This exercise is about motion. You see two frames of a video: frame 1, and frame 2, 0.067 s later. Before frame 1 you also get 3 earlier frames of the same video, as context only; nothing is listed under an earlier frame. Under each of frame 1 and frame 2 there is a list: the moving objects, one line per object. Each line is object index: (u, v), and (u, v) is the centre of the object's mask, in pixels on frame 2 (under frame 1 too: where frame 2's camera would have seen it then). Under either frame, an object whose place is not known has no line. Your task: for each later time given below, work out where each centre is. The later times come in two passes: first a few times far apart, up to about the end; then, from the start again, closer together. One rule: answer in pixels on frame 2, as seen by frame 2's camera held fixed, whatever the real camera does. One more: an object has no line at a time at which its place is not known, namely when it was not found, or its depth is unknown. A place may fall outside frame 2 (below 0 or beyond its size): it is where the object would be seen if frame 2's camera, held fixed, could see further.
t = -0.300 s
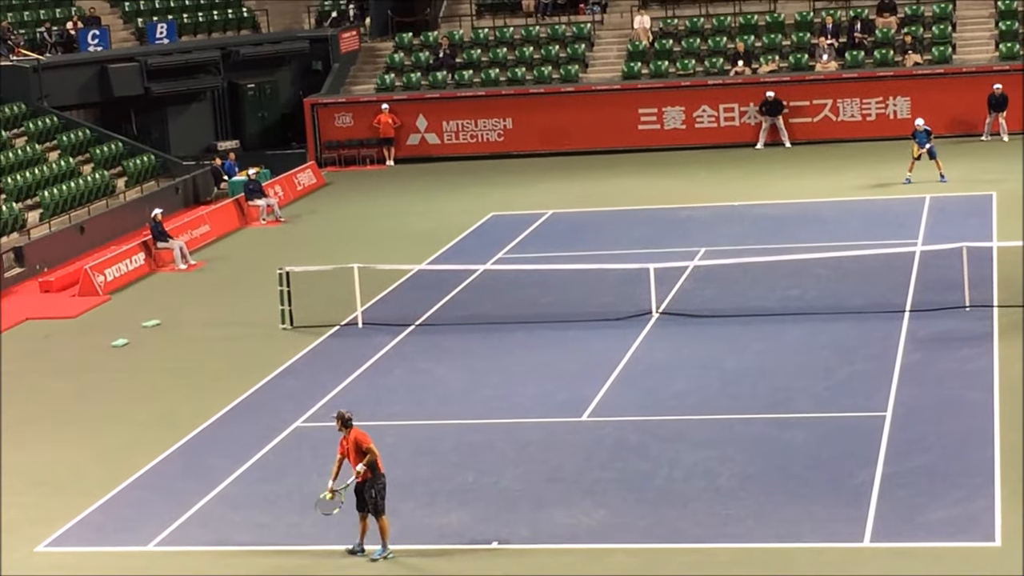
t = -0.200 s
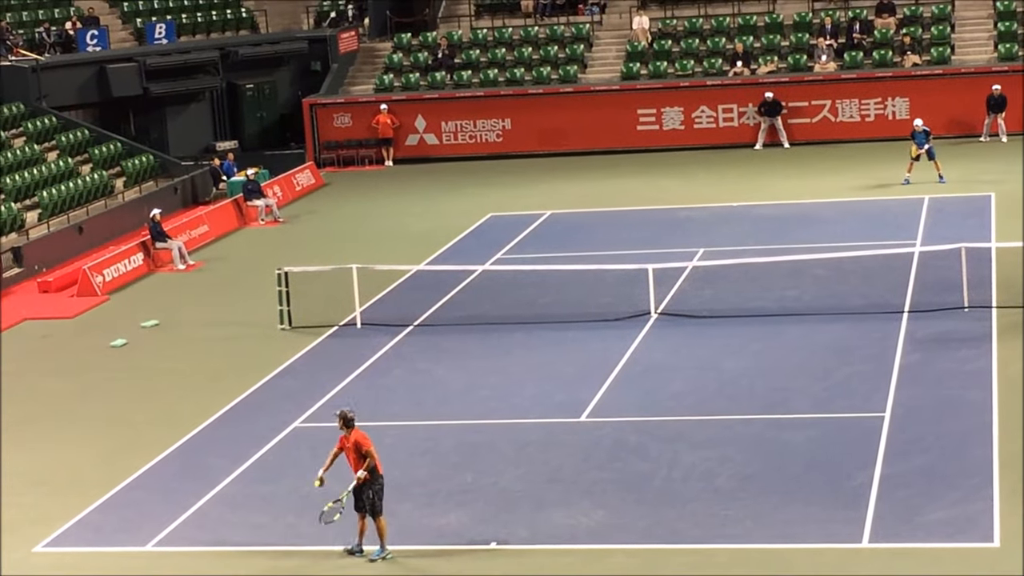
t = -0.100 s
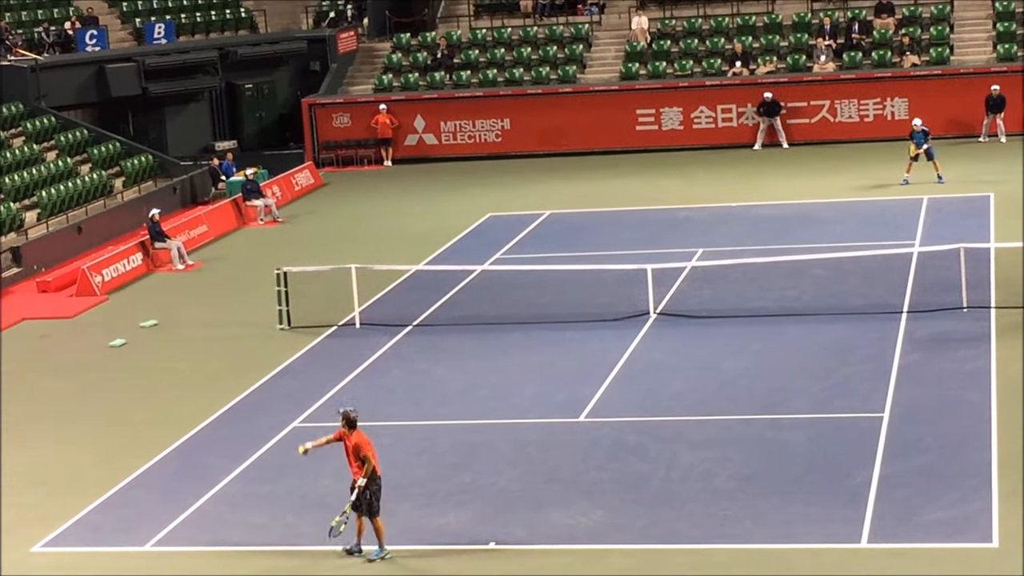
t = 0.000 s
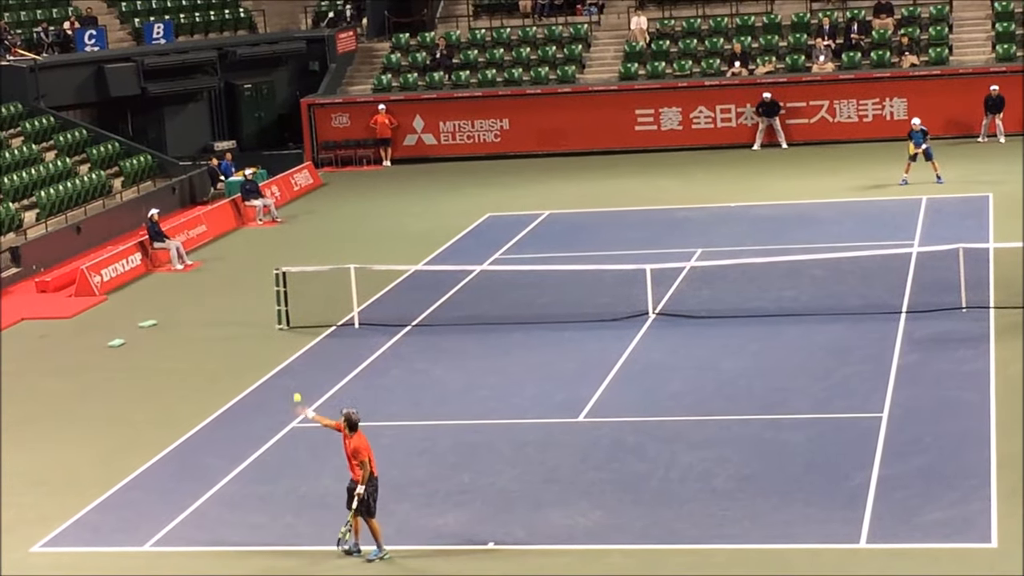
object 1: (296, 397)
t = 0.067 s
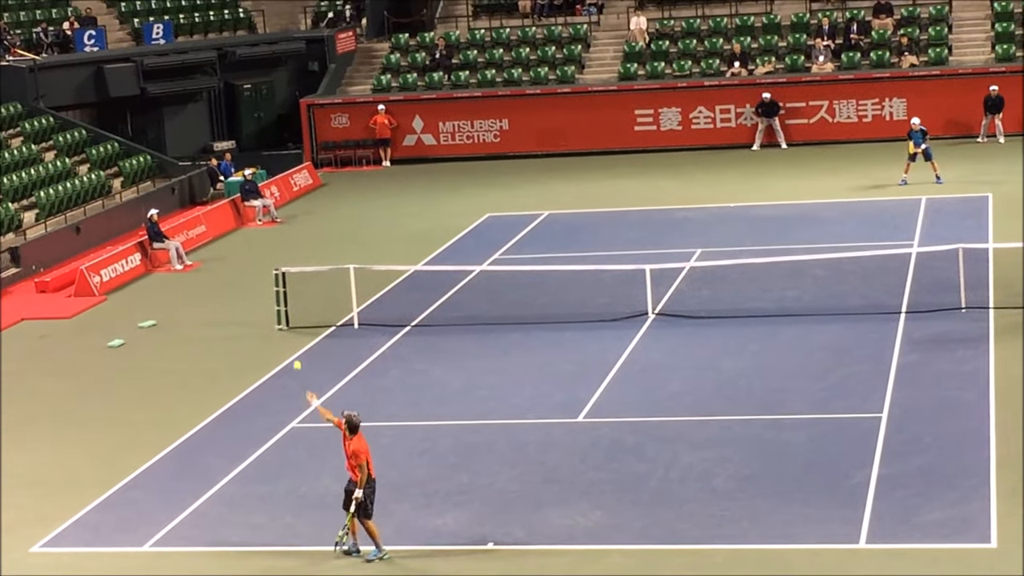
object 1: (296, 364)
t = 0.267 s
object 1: (300, 291)
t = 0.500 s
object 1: (309, 249)
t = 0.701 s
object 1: (319, 250)
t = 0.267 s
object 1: (300, 291)
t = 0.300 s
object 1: (301, 282)
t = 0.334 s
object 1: (303, 274)
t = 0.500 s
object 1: (309, 249)
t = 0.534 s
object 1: (310, 247)
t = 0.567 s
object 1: (312, 245)
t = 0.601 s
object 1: (314, 245)
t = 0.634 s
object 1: (315, 246)
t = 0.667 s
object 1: (317, 248)
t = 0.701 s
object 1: (319, 250)
